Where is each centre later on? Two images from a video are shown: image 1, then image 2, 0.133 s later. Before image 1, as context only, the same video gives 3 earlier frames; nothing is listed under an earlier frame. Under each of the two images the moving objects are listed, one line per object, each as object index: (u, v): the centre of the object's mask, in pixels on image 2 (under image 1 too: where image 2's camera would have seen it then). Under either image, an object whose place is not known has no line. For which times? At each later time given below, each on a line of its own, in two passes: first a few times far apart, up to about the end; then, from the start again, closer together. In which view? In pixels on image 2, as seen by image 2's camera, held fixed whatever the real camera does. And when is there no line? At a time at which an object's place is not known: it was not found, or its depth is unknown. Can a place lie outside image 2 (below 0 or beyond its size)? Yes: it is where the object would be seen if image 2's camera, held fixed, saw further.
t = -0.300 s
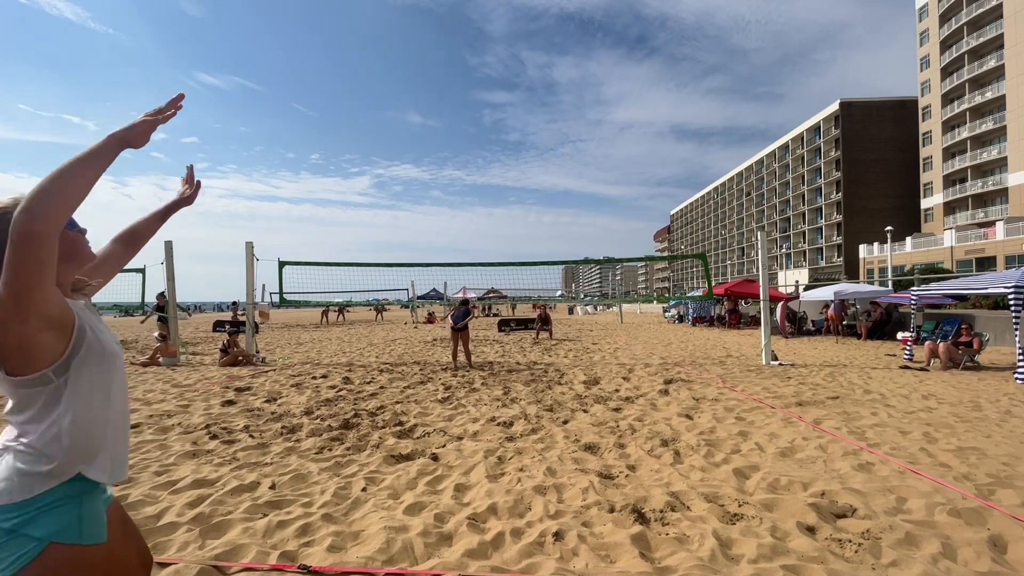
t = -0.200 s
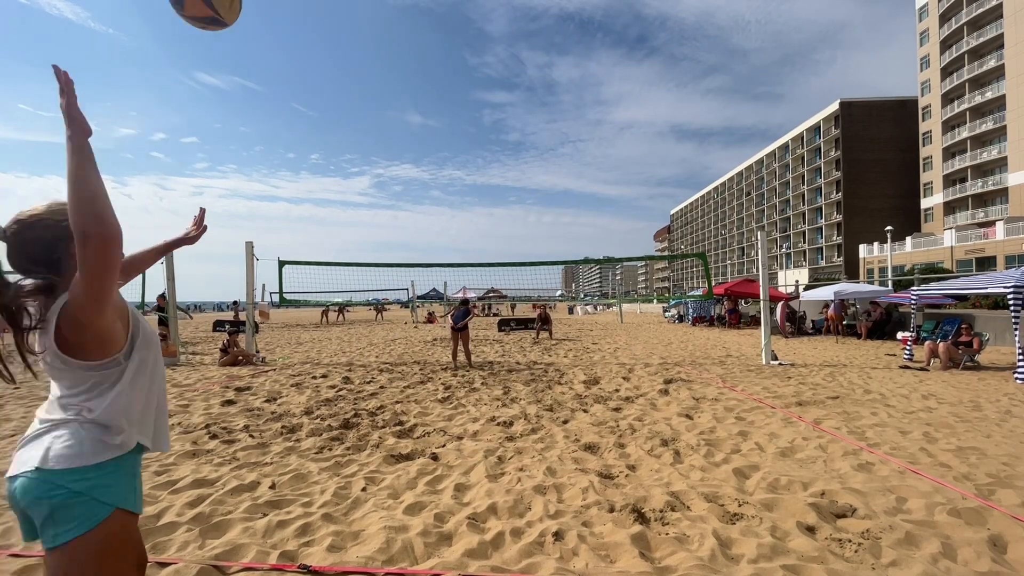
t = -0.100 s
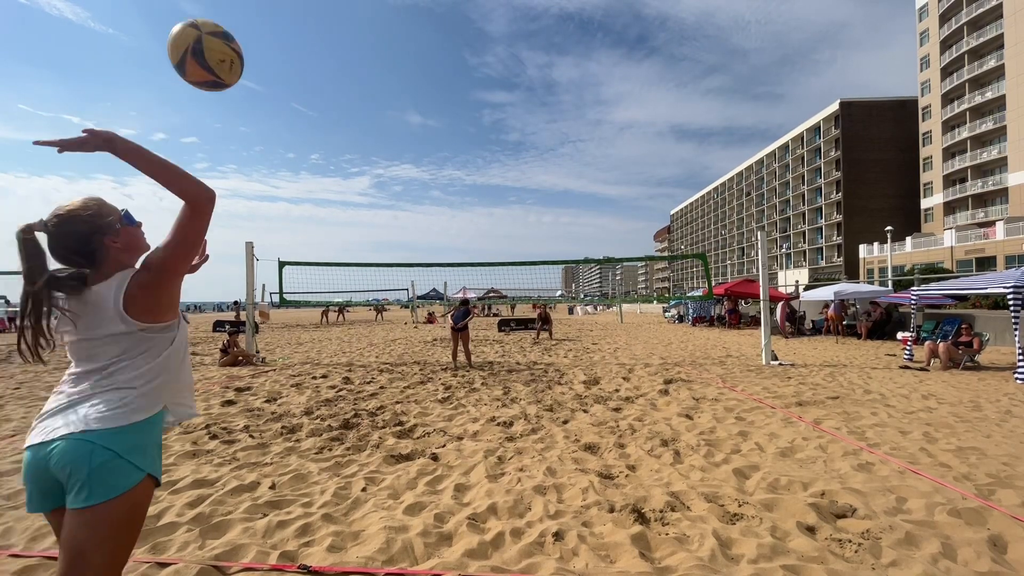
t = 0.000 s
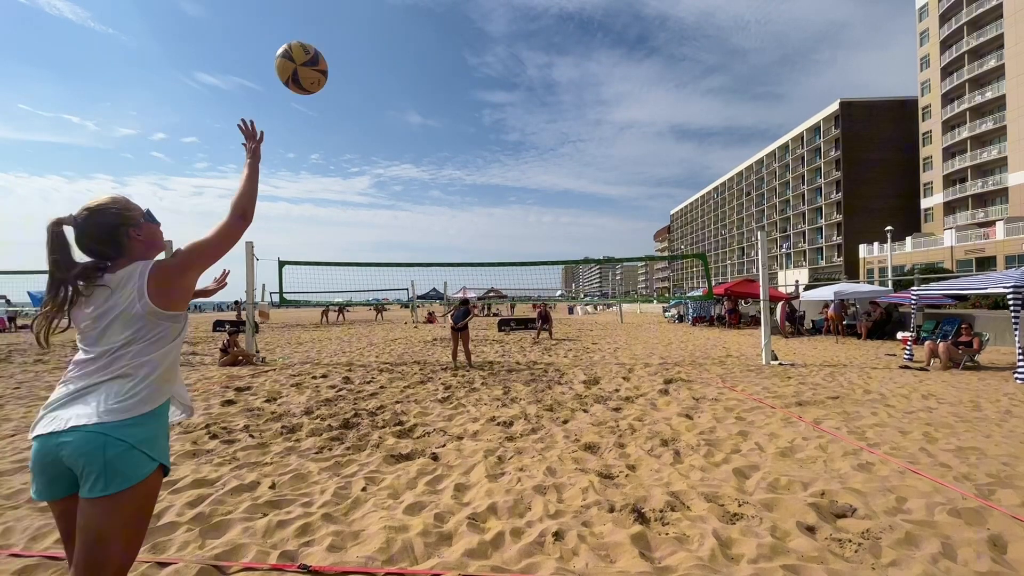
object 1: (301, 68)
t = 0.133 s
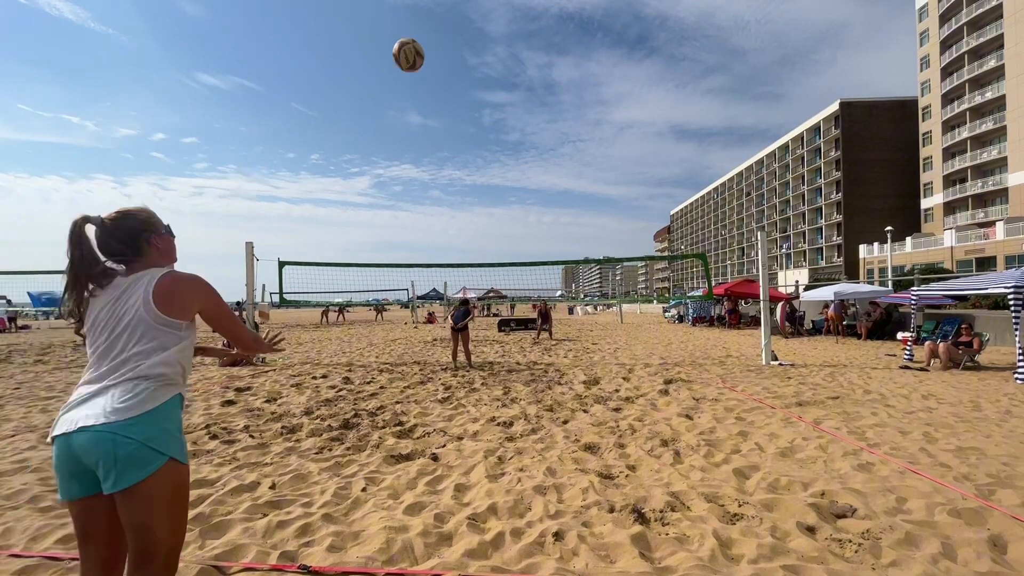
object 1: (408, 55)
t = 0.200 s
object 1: (437, 59)
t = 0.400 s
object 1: (485, 88)
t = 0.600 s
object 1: (509, 128)
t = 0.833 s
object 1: (527, 179)
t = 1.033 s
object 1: (537, 226)
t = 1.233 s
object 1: (544, 274)
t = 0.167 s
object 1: (424, 56)
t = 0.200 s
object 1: (437, 59)
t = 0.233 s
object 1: (448, 62)
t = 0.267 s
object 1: (457, 66)
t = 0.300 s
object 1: (465, 71)
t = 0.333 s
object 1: (473, 76)
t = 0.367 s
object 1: (479, 82)
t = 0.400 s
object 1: (485, 88)
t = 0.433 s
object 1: (489, 94)
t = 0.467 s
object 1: (494, 100)
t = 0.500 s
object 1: (498, 107)
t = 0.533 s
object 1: (502, 114)
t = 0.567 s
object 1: (506, 121)
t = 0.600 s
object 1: (509, 128)
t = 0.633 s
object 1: (512, 135)
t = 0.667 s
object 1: (515, 142)
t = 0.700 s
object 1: (518, 149)
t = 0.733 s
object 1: (521, 157)
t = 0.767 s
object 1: (523, 164)
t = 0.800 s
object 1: (525, 172)
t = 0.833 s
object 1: (527, 179)
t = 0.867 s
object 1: (529, 187)
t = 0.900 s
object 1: (531, 195)
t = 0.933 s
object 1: (532, 202)
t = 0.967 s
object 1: (534, 210)
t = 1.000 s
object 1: (535, 218)
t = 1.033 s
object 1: (537, 226)
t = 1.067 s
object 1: (538, 234)
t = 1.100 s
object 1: (539, 242)
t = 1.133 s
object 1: (540, 250)
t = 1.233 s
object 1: (544, 274)
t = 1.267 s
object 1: (545, 282)
